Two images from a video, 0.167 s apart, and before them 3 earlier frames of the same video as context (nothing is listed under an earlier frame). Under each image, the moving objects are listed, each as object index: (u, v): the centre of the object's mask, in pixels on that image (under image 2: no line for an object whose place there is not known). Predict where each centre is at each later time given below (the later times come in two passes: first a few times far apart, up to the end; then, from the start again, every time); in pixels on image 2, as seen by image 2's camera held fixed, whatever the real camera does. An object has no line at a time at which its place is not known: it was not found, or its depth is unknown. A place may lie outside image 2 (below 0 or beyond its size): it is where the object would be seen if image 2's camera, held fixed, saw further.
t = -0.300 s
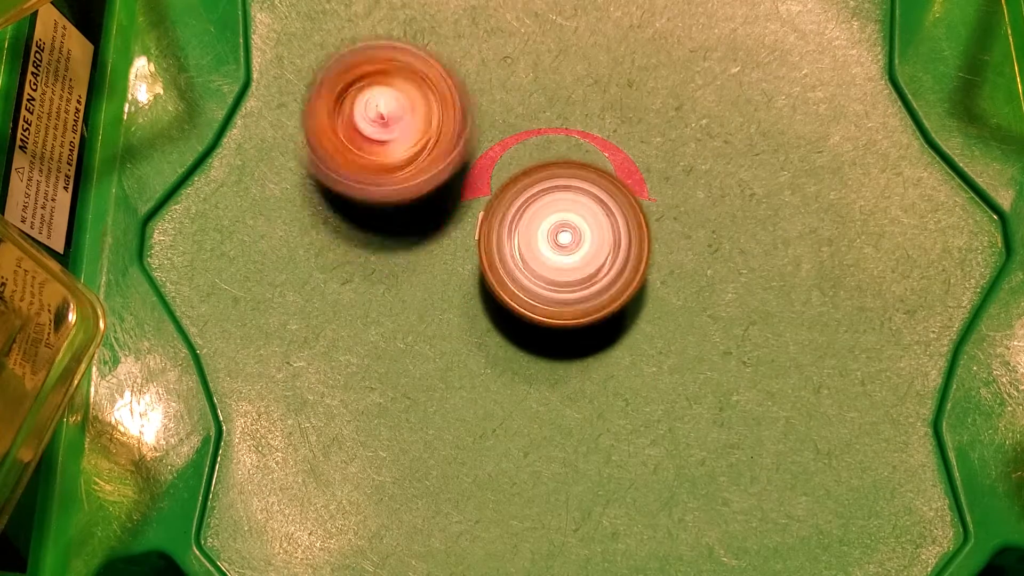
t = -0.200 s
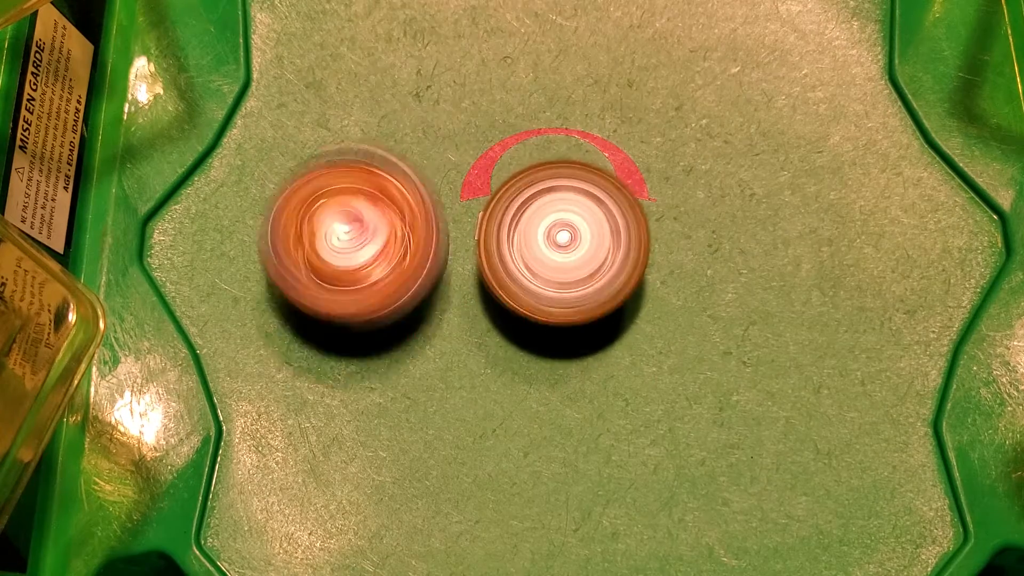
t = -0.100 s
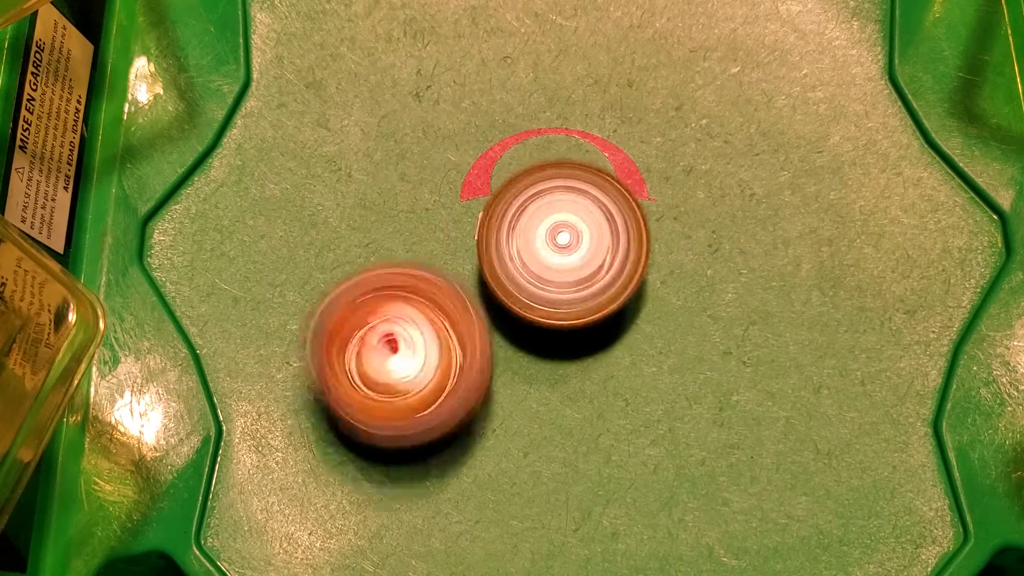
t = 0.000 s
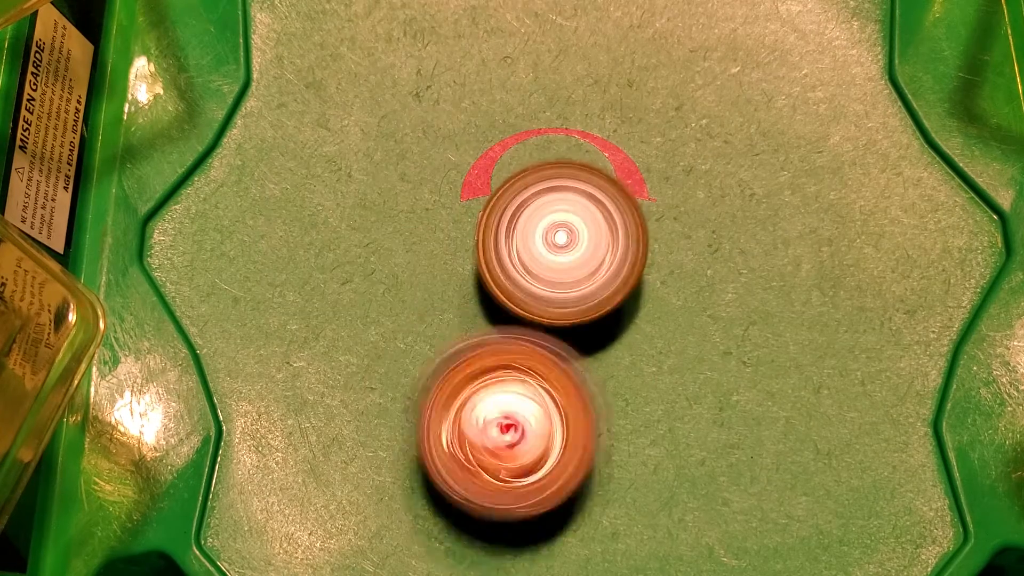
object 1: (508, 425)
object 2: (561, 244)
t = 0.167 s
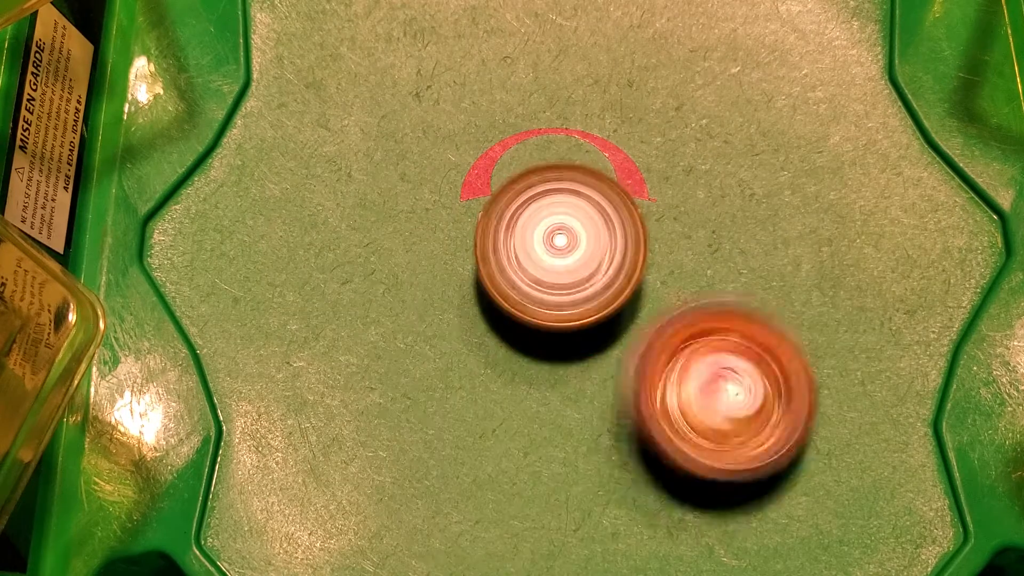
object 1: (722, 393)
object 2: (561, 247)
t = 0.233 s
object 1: (777, 330)
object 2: (559, 246)
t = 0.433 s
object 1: (759, 111)
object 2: (560, 246)
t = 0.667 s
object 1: (508, 63)
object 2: (561, 244)
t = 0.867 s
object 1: (355, 217)
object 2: (566, 253)
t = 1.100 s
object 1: (476, 416)
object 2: (577, 260)
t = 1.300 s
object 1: (679, 402)
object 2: (618, 231)
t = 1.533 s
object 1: (781, 243)
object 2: (604, 189)
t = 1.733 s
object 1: (764, 175)
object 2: (527, 165)
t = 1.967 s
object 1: (695, 213)
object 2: (506, 176)
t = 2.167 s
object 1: (722, 377)
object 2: (488, 158)
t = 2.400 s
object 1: (754, 424)
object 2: (517, 194)
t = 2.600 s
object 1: (628, 356)
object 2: (528, 194)
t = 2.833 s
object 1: (599, 493)
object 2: (520, 129)
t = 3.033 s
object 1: (575, 424)
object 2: (520, 166)
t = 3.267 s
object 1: (482, 371)
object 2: (571, 137)
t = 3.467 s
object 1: (517, 371)
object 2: (578, 150)
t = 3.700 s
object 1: (556, 336)
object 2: (581, 164)
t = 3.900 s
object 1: (544, 382)
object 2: (582, 167)
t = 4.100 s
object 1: (553, 448)
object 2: (574, 172)
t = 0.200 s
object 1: (751, 364)
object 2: (559, 247)
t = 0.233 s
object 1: (777, 330)
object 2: (559, 246)
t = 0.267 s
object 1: (793, 292)
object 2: (559, 245)
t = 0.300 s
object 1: (801, 258)
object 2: (560, 244)
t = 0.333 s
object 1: (804, 218)
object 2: (561, 244)
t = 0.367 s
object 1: (798, 177)
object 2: (561, 245)
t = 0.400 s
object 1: (781, 142)
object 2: (560, 246)
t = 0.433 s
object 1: (759, 111)
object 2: (560, 246)
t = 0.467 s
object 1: (733, 83)
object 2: (560, 246)
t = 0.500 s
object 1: (696, 66)
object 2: (559, 245)
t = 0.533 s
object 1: (663, 55)
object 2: (559, 243)
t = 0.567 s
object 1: (623, 53)
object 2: (560, 243)
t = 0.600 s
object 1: (585, 52)
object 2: (561, 244)
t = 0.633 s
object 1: (545, 56)
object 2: (561, 243)
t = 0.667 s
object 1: (508, 63)
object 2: (561, 244)
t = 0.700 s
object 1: (475, 77)
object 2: (561, 245)
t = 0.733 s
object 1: (443, 103)
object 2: (561, 245)
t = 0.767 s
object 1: (422, 133)
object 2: (560, 245)
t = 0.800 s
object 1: (396, 155)
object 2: (562, 247)
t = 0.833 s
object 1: (371, 184)
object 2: (564, 250)
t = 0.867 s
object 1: (355, 217)
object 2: (566, 253)
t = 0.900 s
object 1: (347, 250)
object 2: (567, 256)
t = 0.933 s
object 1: (346, 288)
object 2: (567, 258)
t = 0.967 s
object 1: (360, 326)
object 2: (566, 260)
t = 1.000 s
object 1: (383, 356)
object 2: (567, 262)
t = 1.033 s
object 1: (411, 380)
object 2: (568, 263)
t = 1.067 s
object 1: (447, 399)
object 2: (569, 264)
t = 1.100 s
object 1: (476, 416)
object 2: (577, 260)
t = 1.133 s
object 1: (510, 427)
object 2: (586, 257)
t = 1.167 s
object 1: (548, 432)
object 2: (591, 254)
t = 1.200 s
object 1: (583, 427)
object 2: (600, 251)
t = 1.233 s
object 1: (618, 429)
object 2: (609, 240)
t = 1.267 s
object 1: (650, 417)
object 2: (615, 234)
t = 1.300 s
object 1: (679, 402)
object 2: (618, 231)
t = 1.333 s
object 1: (706, 382)
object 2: (617, 226)
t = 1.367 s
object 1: (729, 363)
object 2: (617, 219)
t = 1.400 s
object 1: (747, 340)
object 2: (618, 213)
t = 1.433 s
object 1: (765, 320)
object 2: (617, 209)
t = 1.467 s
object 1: (775, 292)
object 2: (611, 203)
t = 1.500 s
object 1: (780, 268)
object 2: (607, 195)
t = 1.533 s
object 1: (781, 243)
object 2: (604, 189)
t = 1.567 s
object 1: (786, 223)
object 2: (595, 182)
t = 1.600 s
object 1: (782, 206)
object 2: (587, 177)
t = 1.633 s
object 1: (771, 193)
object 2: (581, 175)
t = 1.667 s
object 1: (757, 183)
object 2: (575, 174)
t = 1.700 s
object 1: (762, 177)
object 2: (548, 169)
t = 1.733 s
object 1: (764, 175)
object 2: (527, 165)
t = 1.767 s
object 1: (762, 173)
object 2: (516, 162)
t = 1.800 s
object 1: (760, 173)
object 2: (510, 162)
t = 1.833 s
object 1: (752, 178)
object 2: (507, 163)
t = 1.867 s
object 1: (740, 180)
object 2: (505, 166)
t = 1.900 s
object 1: (730, 188)
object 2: (505, 169)
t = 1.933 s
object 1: (714, 200)
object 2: (505, 173)
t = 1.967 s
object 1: (695, 213)
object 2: (506, 176)
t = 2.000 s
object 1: (679, 236)
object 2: (507, 179)
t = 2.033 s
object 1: (682, 272)
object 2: (494, 169)
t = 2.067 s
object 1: (690, 301)
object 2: (488, 161)
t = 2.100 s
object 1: (704, 324)
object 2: (486, 157)
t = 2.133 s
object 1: (713, 352)
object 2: (486, 156)
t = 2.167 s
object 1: (722, 377)
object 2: (488, 158)
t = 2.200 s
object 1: (735, 398)
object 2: (491, 162)
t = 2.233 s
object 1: (748, 418)
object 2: (494, 167)
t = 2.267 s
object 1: (757, 431)
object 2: (499, 172)
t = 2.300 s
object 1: (764, 435)
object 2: (503, 178)
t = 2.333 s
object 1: (762, 437)
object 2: (508, 184)
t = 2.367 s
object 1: (763, 433)
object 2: (513, 189)
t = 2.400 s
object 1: (754, 424)
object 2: (517, 194)
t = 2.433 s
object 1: (741, 414)
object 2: (522, 197)
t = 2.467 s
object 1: (729, 401)
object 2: (527, 199)
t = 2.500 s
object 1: (705, 382)
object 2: (529, 201)
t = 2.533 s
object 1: (679, 367)
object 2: (530, 203)
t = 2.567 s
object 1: (652, 347)
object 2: (530, 205)
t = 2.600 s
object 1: (628, 356)
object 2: (528, 194)
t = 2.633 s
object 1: (628, 386)
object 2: (519, 158)
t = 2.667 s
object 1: (623, 413)
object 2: (512, 131)
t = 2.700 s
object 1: (621, 433)
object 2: (510, 116)
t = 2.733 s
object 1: (612, 457)
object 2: (512, 113)
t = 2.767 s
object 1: (609, 474)
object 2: (516, 117)
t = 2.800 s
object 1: (602, 487)
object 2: (519, 123)
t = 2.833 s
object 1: (599, 493)
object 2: (520, 129)
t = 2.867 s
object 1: (595, 493)
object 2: (520, 134)
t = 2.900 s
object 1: (595, 490)
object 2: (519, 139)
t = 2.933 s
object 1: (587, 487)
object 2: (518, 146)
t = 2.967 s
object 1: (587, 472)
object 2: (518, 153)
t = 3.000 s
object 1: (579, 449)
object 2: (519, 160)
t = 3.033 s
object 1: (575, 424)
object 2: (520, 166)
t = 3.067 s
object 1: (566, 401)
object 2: (522, 172)
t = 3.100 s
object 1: (561, 378)
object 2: (524, 175)
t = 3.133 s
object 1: (555, 351)
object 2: (524, 180)
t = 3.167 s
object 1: (532, 357)
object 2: (534, 171)
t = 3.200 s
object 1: (508, 370)
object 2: (553, 149)
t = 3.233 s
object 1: (495, 375)
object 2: (565, 138)
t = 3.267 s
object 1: (482, 371)
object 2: (571, 137)
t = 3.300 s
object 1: (483, 368)
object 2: (573, 140)
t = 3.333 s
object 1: (486, 363)
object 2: (575, 142)
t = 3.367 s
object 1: (493, 366)
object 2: (578, 141)
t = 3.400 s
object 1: (504, 364)
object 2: (578, 143)
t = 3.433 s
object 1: (510, 370)
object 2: (577, 146)
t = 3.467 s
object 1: (517, 371)
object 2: (578, 150)
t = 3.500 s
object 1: (523, 360)
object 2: (580, 153)
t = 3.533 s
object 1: (537, 355)
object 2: (580, 153)
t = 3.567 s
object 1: (546, 354)
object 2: (579, 156)
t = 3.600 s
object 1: (552, 345)
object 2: (576, 160)
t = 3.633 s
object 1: (554, 342)
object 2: (577, 162)
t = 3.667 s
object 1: (553, 333)
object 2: (580, 164)
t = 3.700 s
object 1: (556, 336)
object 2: (581, 164)
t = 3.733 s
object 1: (551, 338)
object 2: (582, 168)
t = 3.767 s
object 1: (553, 347)
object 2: (580, 173)
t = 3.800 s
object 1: (555, 349)
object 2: (579, 176)
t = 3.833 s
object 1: (553, 347)
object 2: (579, 177)
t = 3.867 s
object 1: (549, 358)
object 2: (580, 172)
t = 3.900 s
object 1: (544, 382)
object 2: (582, 167)
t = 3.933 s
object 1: (541, 400)
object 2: (583, 168)
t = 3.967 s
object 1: (540, 417)
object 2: (583, 169)
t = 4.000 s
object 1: (542, 429)
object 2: (581, 168)
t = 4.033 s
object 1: (547, 440)
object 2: (576, 169)
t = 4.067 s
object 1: (551, 446)
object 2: (574, 171)
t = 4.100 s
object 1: (553, 448)
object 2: (574, 172)
